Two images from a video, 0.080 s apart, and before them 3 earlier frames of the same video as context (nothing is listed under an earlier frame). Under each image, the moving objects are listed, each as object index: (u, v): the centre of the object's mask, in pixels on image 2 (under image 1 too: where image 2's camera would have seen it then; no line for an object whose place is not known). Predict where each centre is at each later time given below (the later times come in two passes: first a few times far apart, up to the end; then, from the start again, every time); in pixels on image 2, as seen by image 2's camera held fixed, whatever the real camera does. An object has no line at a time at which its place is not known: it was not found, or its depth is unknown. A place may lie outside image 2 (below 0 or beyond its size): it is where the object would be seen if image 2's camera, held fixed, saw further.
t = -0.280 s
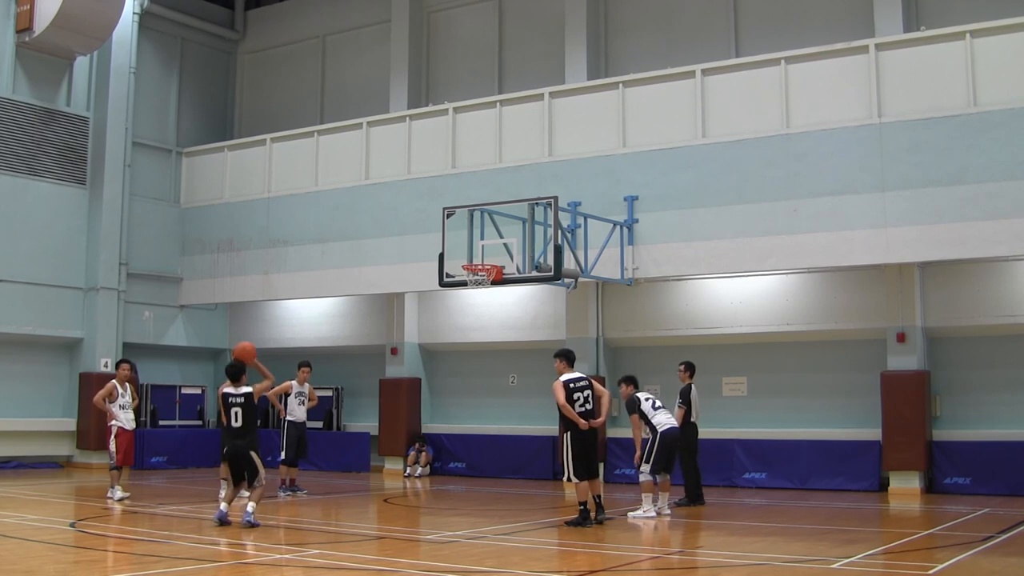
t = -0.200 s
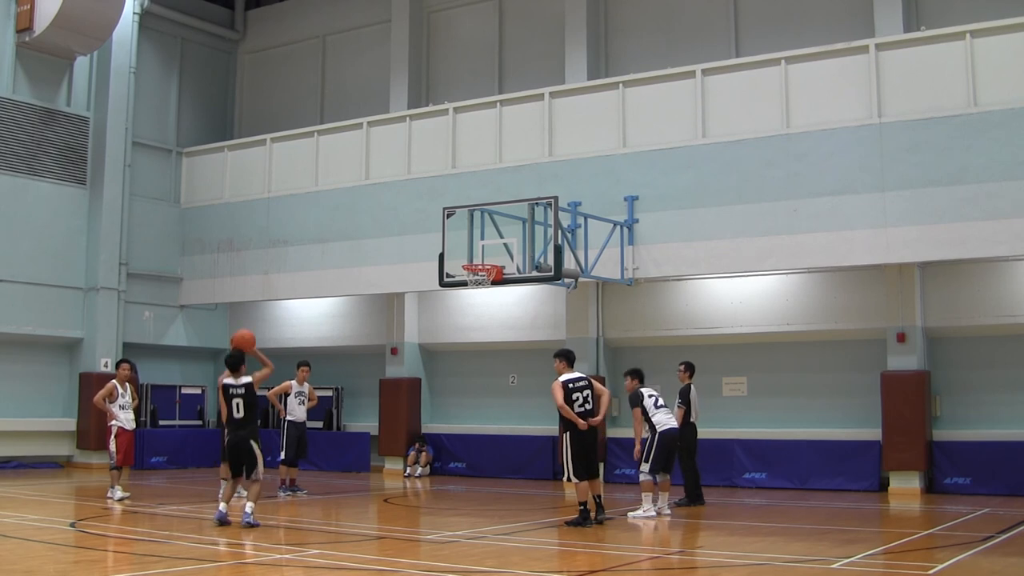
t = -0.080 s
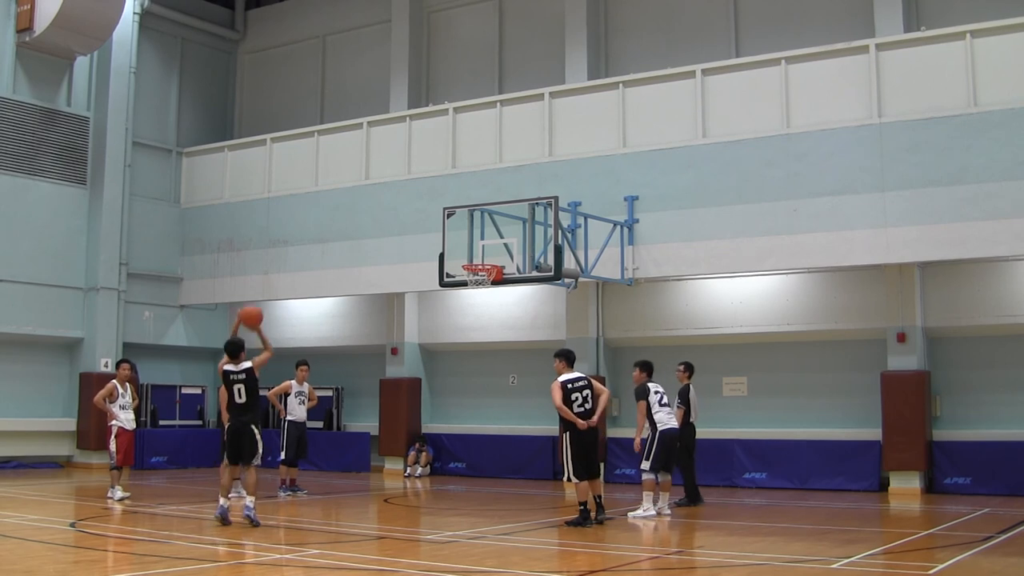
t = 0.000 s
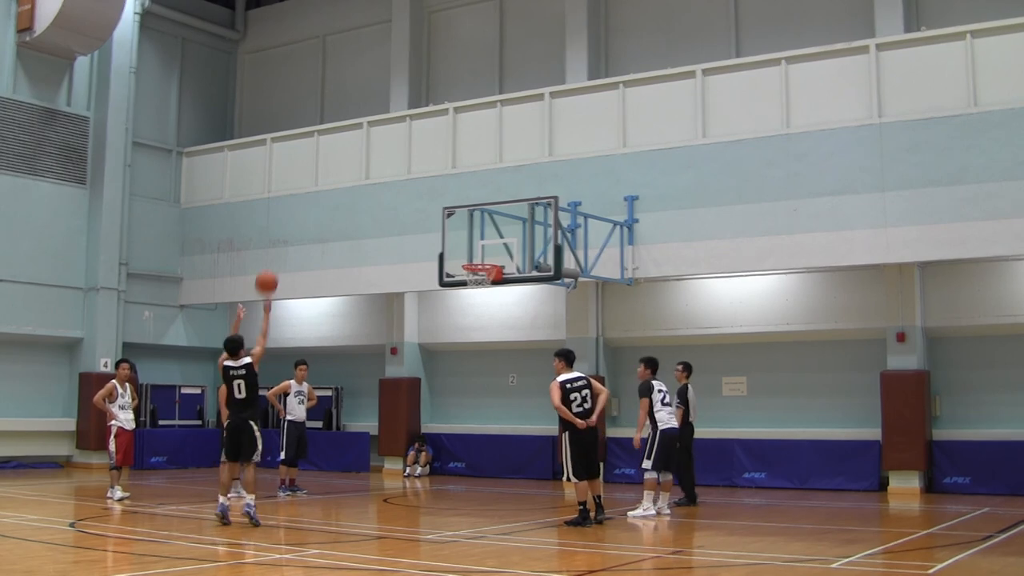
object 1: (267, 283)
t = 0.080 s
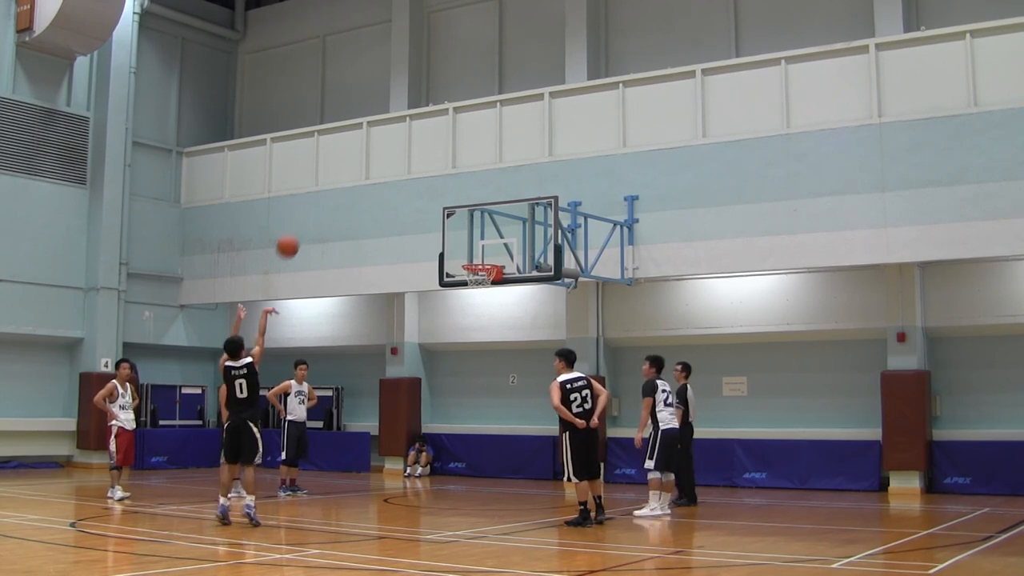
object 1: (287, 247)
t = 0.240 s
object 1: (326, 195)
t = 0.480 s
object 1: (378, 164)
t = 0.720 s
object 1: (423, 180)
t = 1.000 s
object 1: (470, 249)
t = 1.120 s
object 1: (489, 292)
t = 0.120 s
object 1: (298, 232)
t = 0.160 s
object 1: (307, 217)
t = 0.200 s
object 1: (317, 206)
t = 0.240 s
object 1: (326, 195)
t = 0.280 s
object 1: (335, 187)
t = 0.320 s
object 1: (344, 179)
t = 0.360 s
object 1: (353, 174)
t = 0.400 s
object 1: (361, 169)
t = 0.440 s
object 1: (369, 166)
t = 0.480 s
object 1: (378, 164)
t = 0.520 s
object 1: (386, 164)
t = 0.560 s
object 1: (393, 165)
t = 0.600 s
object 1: (401, 167)
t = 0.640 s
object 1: (409, 170)
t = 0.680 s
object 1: (416, 175)
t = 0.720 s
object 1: (423, 180)
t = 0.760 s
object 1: (431, 187)
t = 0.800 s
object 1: (437, 195)
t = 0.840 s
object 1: (444, 203)
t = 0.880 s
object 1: (451, 213)
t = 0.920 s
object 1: (458, 224)
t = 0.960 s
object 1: (464, 237)
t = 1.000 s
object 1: (470, 249)
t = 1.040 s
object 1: (478, 260)
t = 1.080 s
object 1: (482, 281)
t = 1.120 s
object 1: (489, 292)
